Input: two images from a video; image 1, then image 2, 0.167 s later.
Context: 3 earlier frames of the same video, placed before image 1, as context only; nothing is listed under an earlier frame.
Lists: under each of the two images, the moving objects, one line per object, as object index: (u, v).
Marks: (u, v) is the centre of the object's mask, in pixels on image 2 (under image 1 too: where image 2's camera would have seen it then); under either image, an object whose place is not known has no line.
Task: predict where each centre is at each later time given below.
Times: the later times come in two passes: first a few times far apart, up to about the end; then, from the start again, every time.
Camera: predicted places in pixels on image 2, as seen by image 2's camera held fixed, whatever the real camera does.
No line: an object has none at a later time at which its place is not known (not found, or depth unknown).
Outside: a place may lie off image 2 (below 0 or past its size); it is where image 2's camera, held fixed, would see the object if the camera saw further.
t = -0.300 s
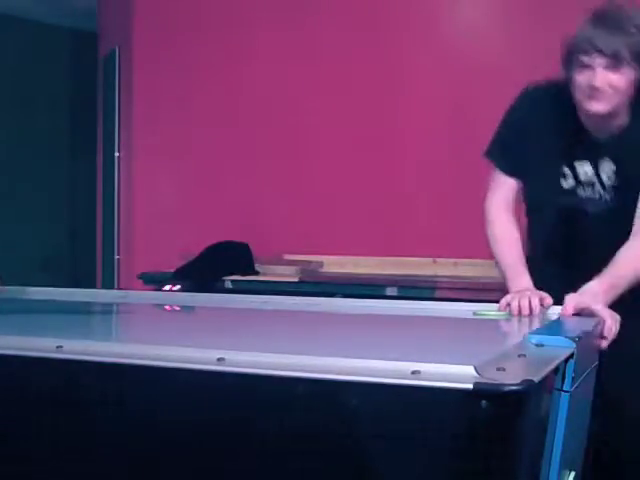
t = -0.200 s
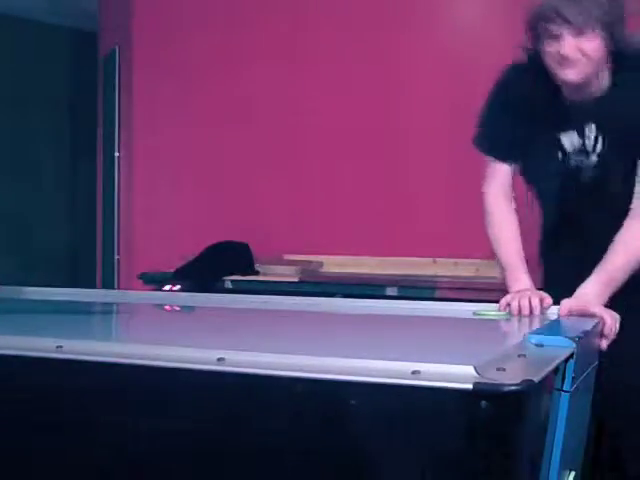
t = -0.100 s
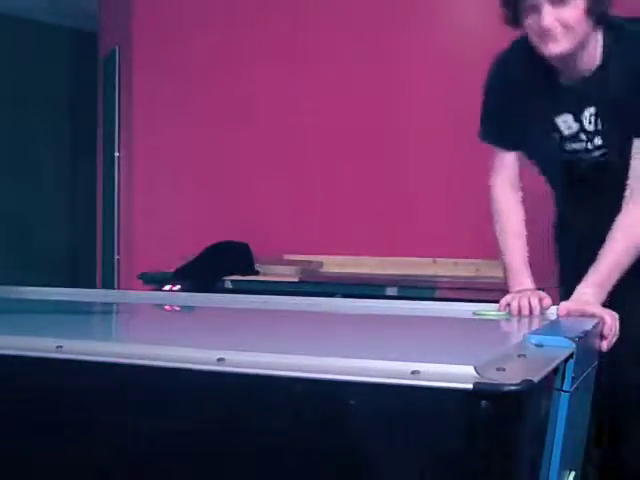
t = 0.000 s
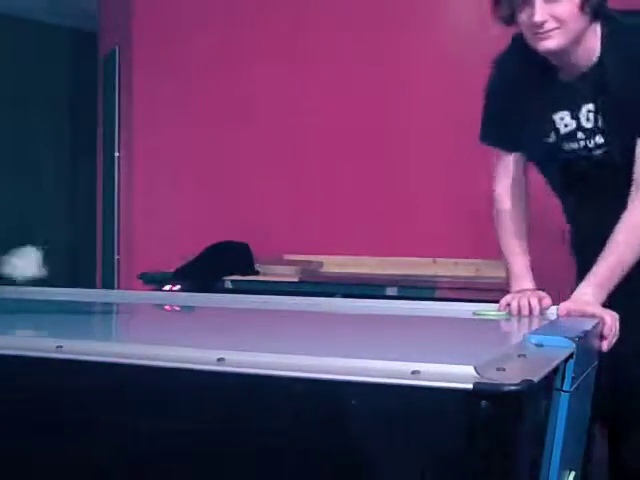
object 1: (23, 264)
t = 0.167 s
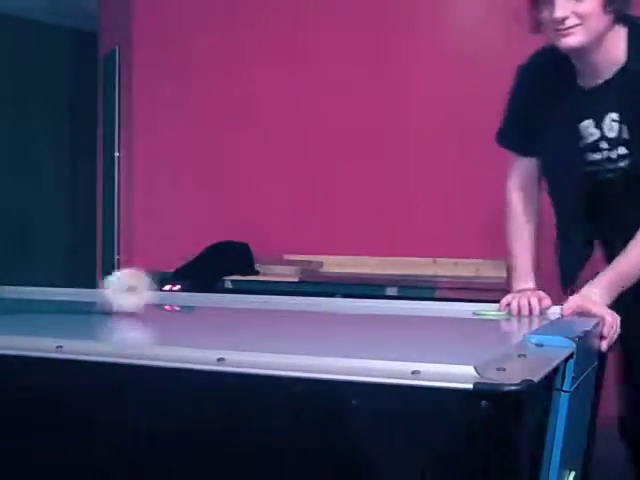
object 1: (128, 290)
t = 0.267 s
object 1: (196, 301)
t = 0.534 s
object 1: (433, 317)
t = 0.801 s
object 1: (437, 324)
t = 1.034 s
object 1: (369, 318)
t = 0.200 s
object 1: (147, 289)
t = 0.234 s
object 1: (167, 292)
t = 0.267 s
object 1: (196, 301)
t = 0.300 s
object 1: (222, 301)
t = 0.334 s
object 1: (249, 304)
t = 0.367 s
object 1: (274, 304)
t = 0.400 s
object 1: (302, 306)
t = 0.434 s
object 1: (330, 310)
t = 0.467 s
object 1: (362, 314)
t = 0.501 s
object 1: (400, 316)
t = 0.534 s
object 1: (433, 317)
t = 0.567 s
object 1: (473, 324)
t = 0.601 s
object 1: (487, 319)
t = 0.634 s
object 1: (478, 300)
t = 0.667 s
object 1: (469, 289)
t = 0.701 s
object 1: (465, 290)
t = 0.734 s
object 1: (458, 294)
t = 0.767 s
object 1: (443, 308)
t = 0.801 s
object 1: (437, 324)
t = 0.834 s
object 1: (431, 320)
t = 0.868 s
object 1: (416, 328)
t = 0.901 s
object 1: (407, 333)
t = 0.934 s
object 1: (392, 324)
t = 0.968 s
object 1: (383, 314)
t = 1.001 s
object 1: (376, 313)
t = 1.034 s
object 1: (369, 318)
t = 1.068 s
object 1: (361, 320)
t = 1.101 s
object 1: (351, 323)
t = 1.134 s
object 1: (340, 328)
